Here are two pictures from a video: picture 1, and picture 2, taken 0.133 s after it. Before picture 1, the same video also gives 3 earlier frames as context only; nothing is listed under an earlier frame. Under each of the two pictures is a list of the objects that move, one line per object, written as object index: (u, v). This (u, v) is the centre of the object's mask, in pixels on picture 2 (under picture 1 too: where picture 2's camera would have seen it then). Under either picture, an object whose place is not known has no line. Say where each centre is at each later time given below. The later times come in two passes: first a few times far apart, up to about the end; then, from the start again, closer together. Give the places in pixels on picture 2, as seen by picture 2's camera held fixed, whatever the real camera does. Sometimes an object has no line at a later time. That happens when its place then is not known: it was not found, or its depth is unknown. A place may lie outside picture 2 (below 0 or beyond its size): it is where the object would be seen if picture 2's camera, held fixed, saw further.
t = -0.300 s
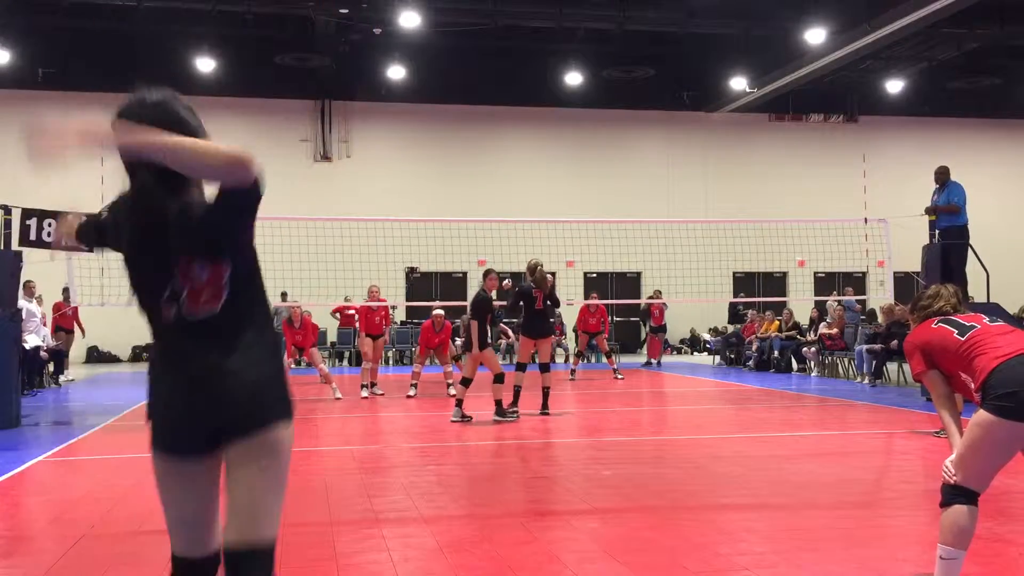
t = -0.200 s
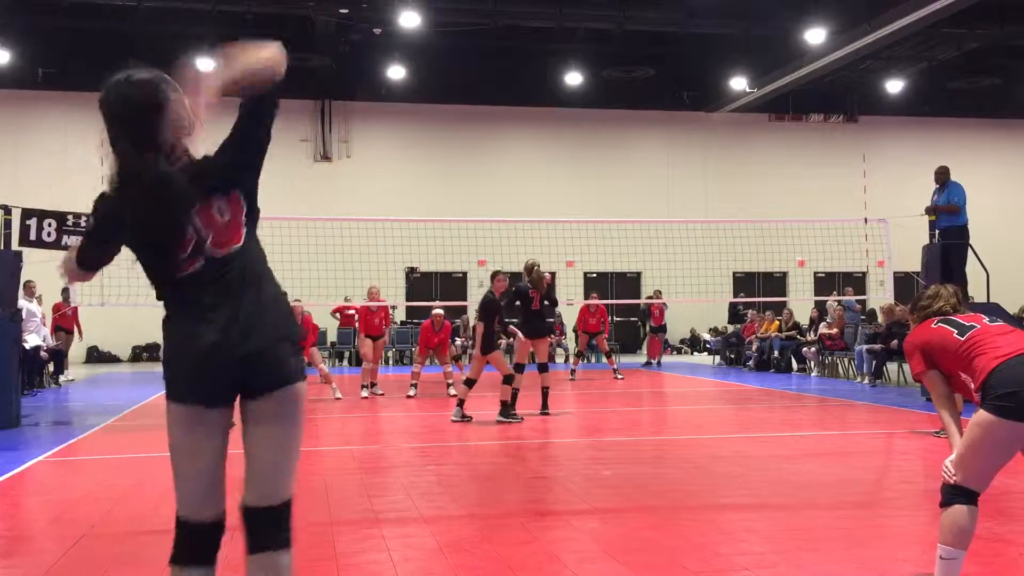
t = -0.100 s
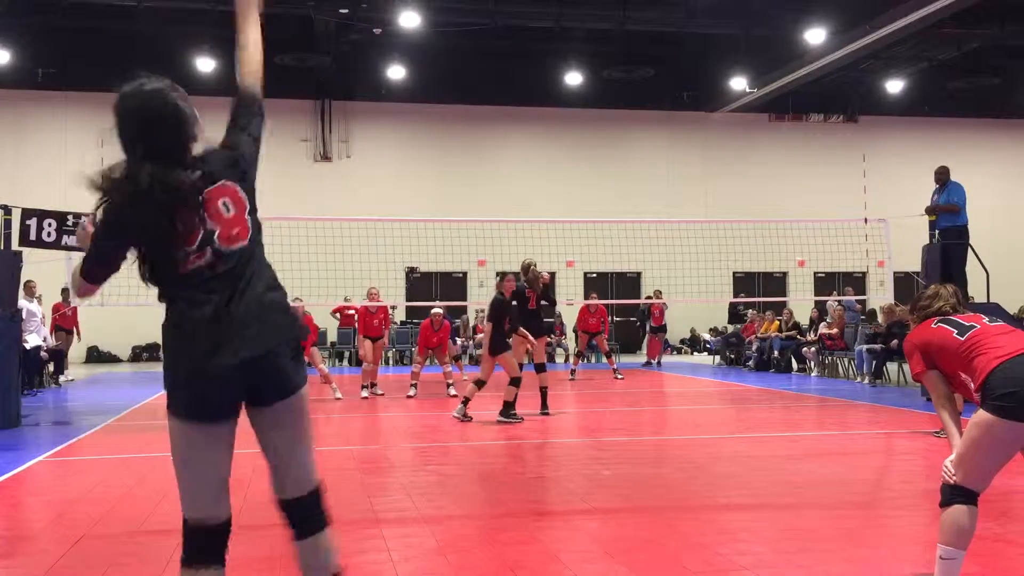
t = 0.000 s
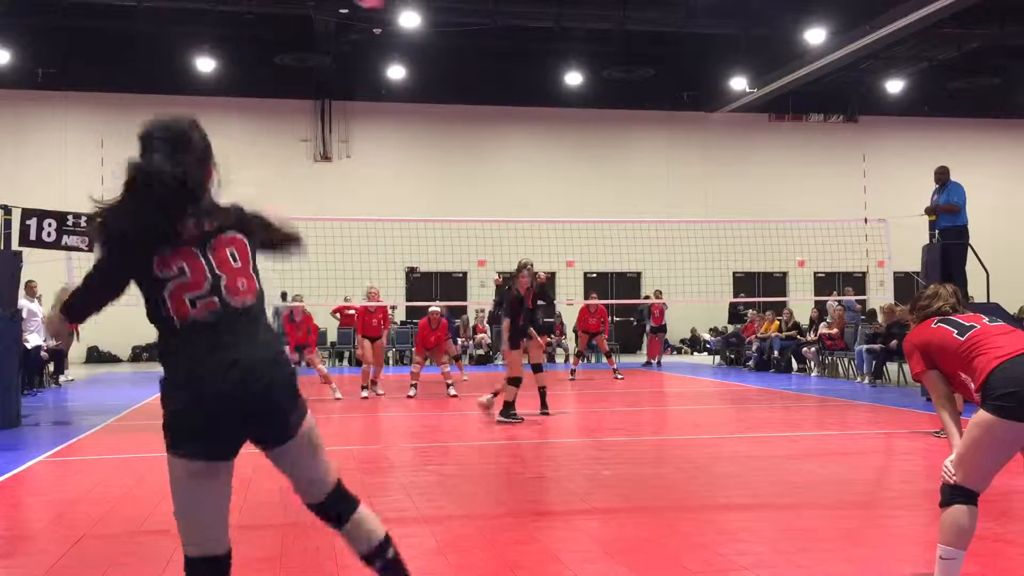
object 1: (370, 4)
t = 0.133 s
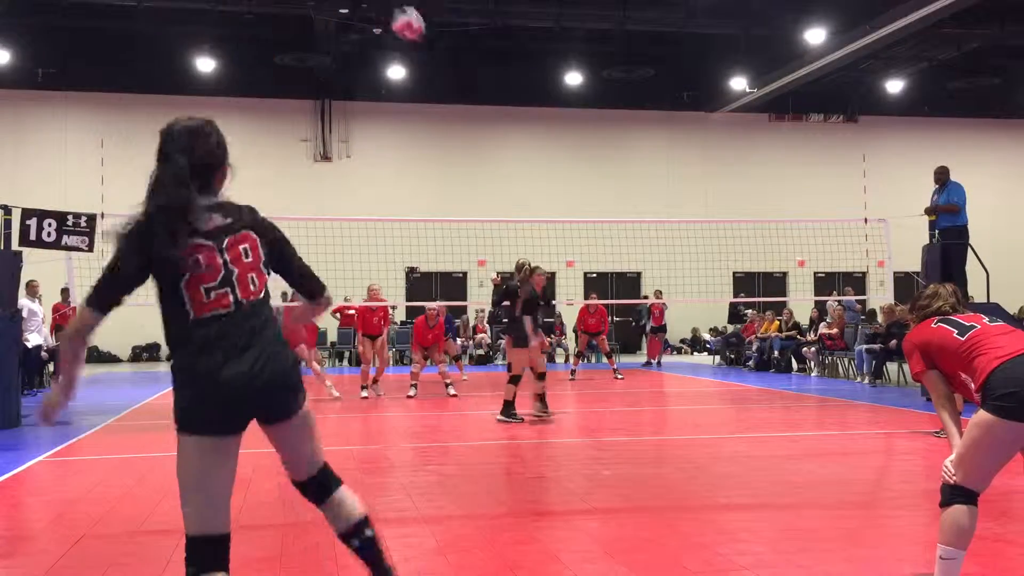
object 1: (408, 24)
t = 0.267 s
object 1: (433, 62)
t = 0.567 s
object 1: (463, 148)
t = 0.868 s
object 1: (479, 246)
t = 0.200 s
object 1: (422, 43)
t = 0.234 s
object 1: (427, 52)
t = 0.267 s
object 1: (433, 62)
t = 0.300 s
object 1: (438, 71)
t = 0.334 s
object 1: (442, 80)
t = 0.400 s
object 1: (449, 99)
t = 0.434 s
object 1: (451, 108)
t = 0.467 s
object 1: (456, 117)
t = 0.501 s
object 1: (459, 128)
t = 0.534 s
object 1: (460, 138)
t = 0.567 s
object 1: (463, 148)
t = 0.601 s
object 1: (465, 158)
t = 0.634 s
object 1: (467, 169)
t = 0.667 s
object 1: (470, 180)
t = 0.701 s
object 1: (471, 190)
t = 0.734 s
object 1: (472, 201)
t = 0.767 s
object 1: (474, 212)
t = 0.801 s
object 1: (476, 226)
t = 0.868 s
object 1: (479, 246)
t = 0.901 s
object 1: (480, 257)
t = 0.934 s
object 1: (481, 267)
